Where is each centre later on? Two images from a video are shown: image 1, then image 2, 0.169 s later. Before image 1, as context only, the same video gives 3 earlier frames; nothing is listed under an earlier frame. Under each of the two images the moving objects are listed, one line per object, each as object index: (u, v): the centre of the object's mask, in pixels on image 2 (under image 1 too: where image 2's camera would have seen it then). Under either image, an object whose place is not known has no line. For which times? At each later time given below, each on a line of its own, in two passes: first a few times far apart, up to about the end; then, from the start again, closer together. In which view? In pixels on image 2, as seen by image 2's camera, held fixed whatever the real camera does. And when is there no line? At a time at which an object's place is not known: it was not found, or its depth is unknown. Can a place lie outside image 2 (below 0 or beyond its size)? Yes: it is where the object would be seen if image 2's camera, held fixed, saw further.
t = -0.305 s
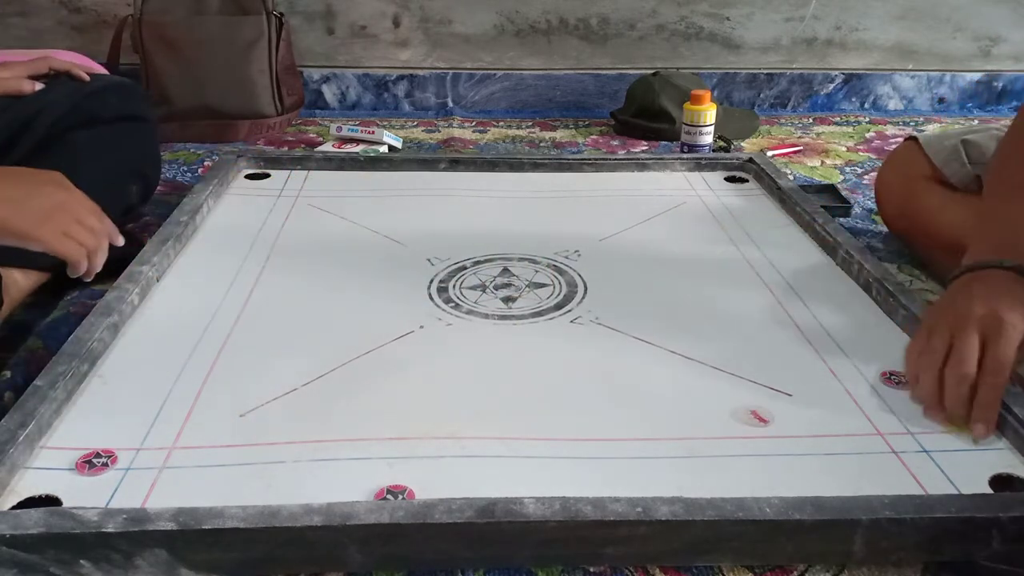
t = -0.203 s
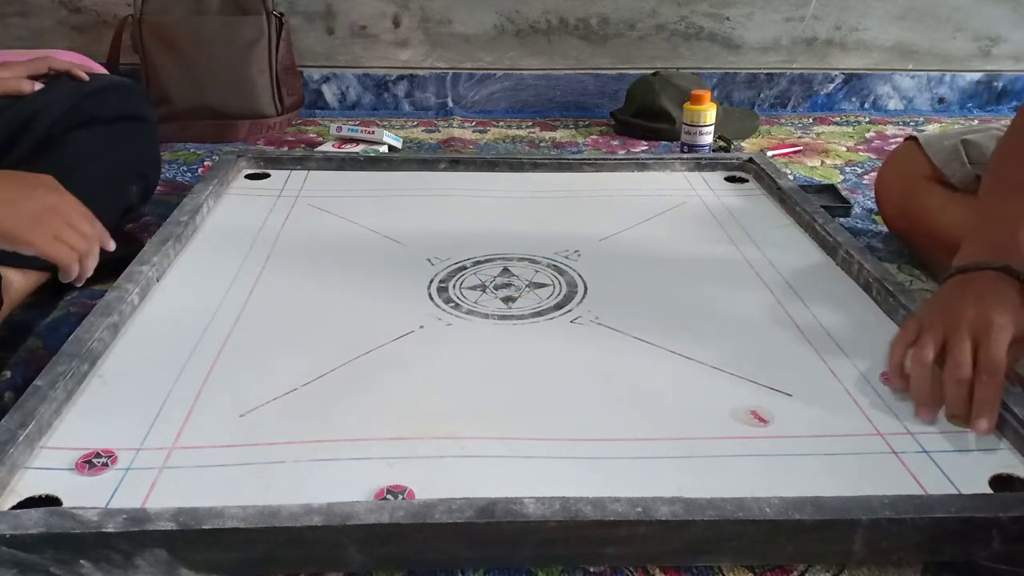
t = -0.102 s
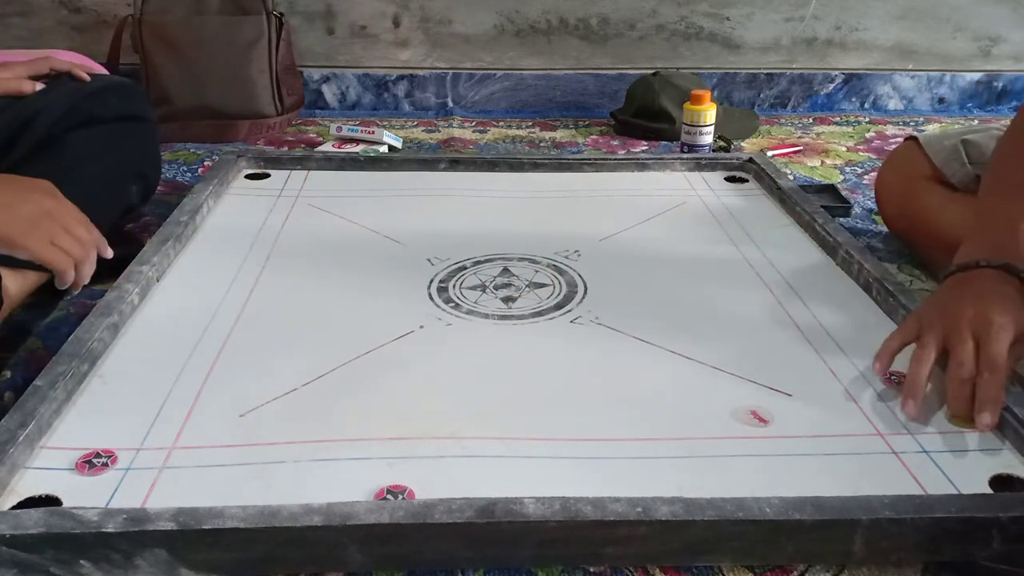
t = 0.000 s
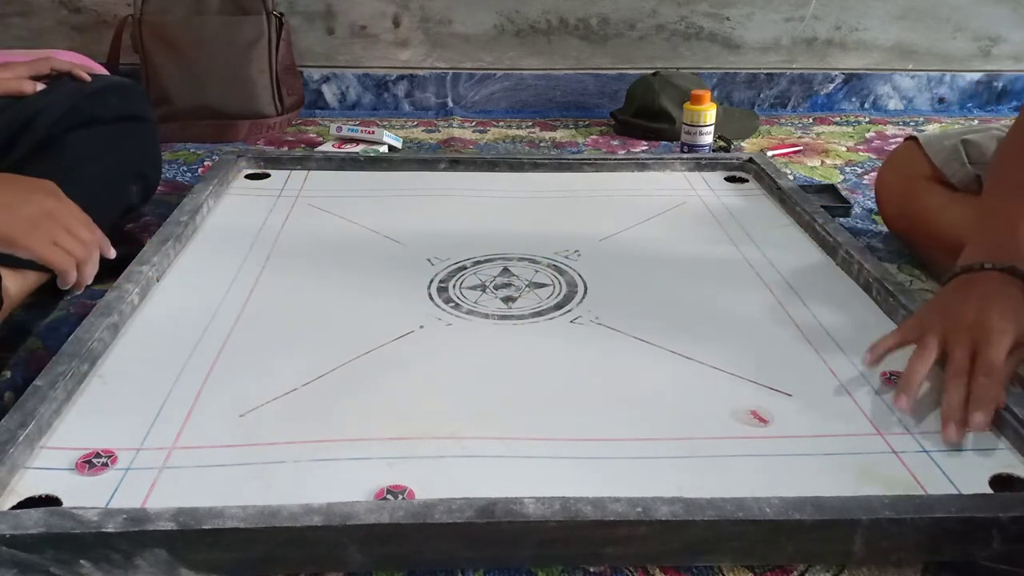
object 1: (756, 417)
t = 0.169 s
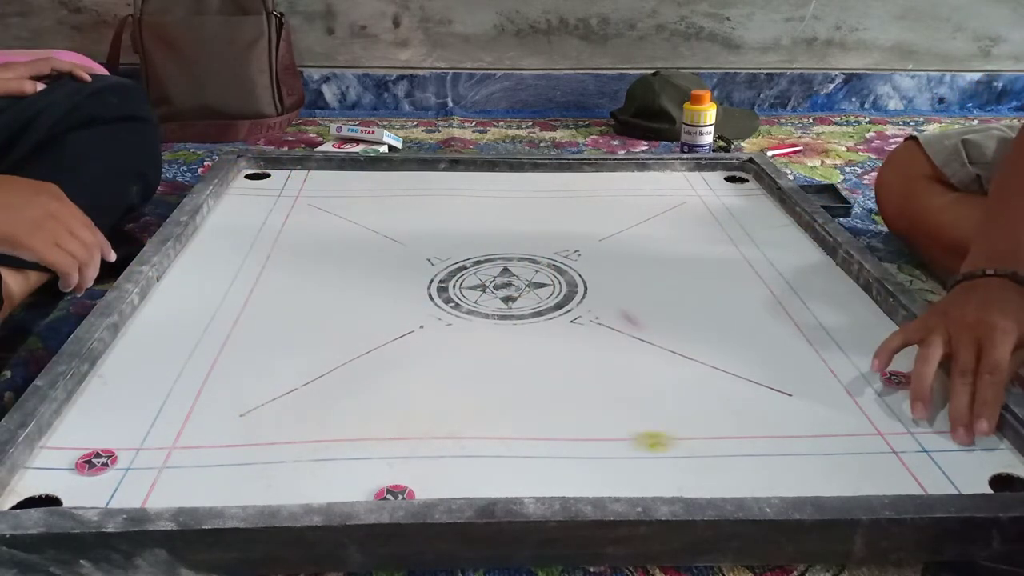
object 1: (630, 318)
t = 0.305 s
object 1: (556, 262)
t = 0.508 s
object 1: (488, 216)
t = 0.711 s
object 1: (467, 196)
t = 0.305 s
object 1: (556, 262)
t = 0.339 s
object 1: (541, 250)
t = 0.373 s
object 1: (530, 243)
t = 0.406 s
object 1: (518, 235)
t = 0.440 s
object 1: (507, 228)
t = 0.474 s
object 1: (497, 222)
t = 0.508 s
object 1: (488, 216)
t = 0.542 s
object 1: (483, 211)
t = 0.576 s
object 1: (478, 207)
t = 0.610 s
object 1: (474, 204)
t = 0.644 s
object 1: (471, 201)
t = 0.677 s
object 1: (468, 198)
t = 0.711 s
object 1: (467, 196)
